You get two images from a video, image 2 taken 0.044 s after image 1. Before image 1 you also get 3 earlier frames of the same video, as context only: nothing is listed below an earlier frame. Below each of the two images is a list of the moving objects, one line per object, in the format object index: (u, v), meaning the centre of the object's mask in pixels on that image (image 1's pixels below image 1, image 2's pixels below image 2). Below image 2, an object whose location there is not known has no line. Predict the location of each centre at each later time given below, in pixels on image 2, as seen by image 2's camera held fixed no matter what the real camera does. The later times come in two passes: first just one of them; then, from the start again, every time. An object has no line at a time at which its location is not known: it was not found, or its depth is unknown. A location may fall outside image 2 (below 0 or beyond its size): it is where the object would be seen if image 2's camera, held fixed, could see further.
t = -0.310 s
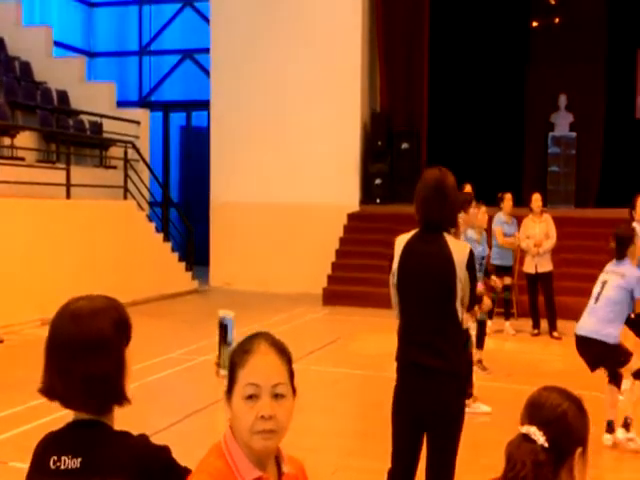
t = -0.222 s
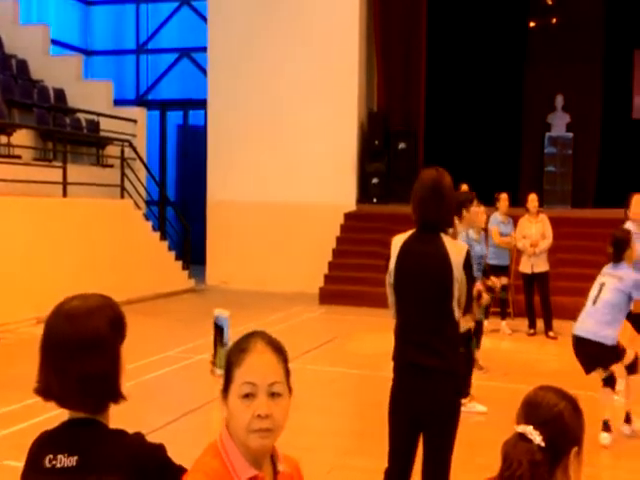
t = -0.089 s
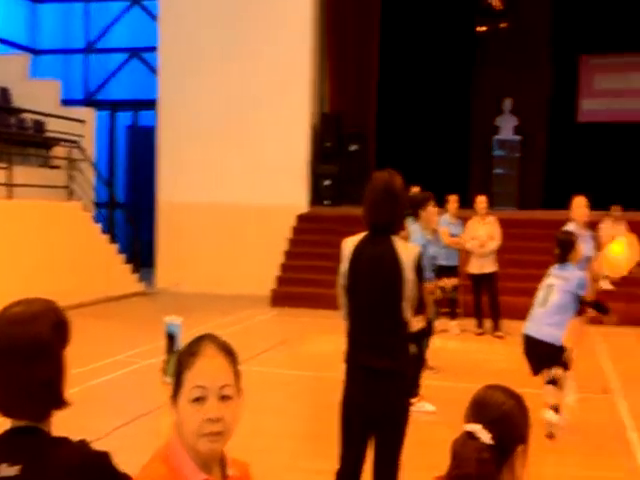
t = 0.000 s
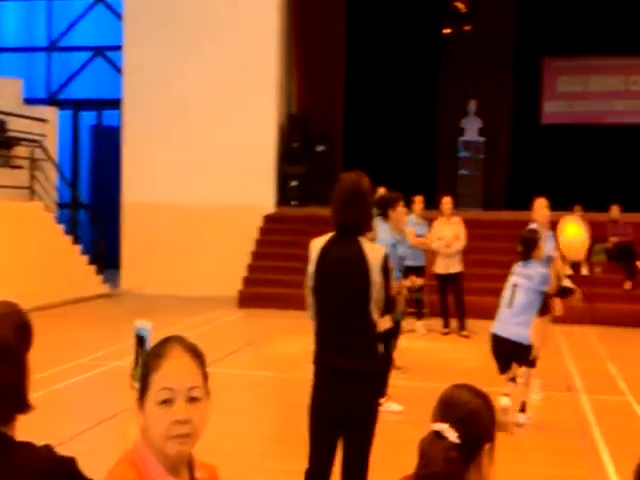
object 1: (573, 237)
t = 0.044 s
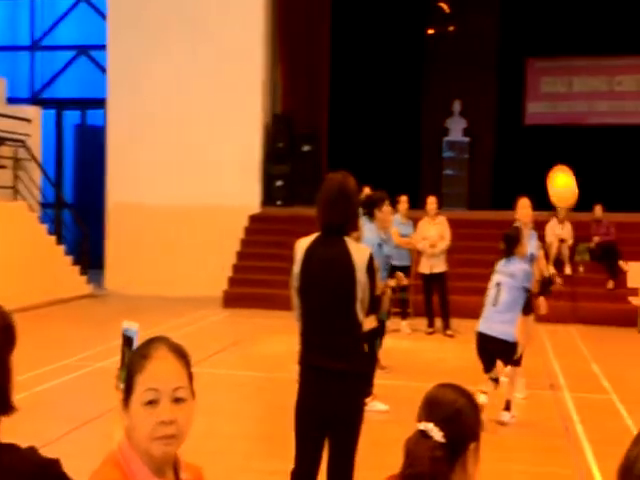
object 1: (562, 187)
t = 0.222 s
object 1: (582, 87)
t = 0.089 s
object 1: (569, 156)
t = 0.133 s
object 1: (574, 130)
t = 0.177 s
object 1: (578, 107)
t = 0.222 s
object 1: (582, 87)
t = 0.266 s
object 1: (586, 70)
